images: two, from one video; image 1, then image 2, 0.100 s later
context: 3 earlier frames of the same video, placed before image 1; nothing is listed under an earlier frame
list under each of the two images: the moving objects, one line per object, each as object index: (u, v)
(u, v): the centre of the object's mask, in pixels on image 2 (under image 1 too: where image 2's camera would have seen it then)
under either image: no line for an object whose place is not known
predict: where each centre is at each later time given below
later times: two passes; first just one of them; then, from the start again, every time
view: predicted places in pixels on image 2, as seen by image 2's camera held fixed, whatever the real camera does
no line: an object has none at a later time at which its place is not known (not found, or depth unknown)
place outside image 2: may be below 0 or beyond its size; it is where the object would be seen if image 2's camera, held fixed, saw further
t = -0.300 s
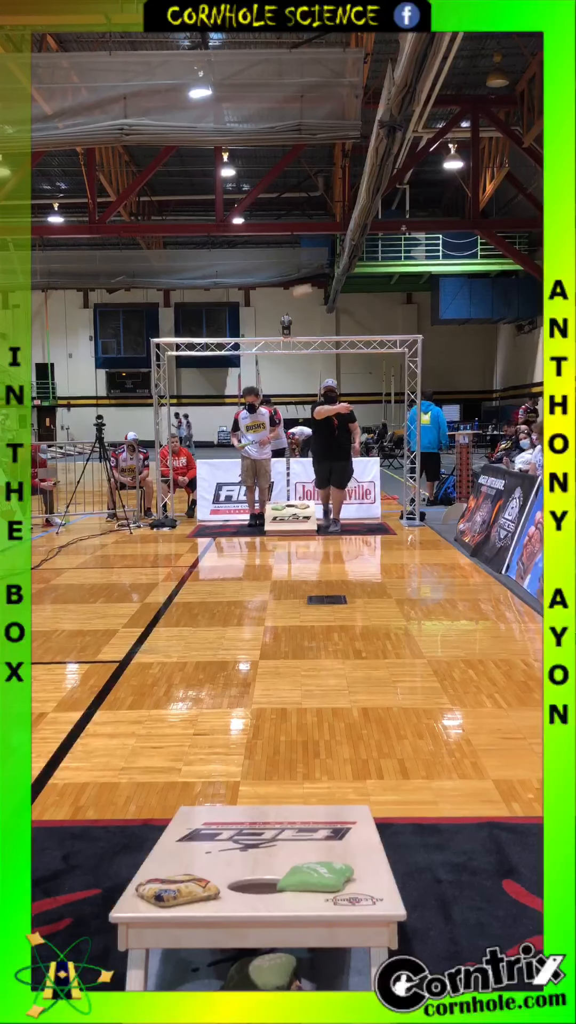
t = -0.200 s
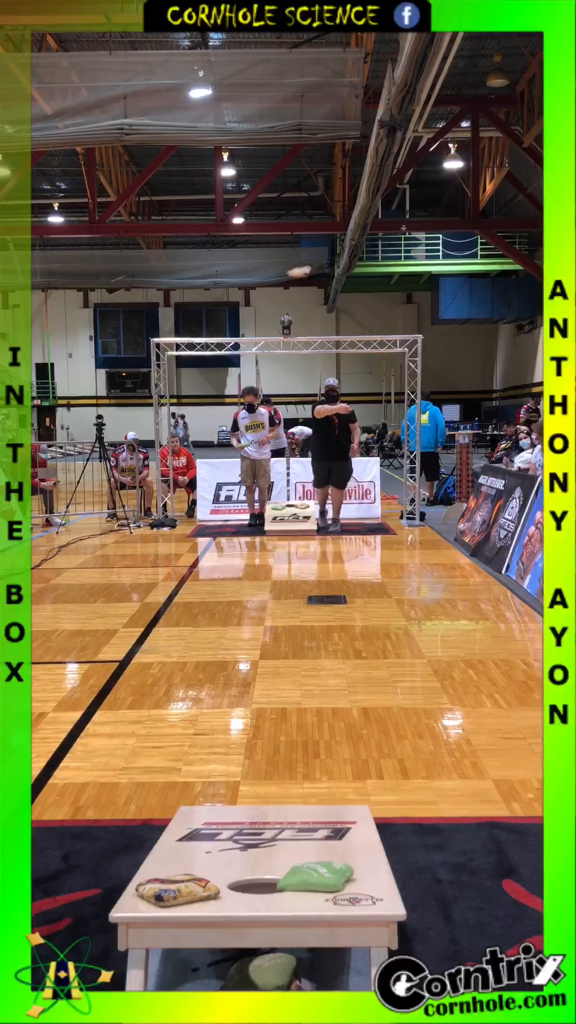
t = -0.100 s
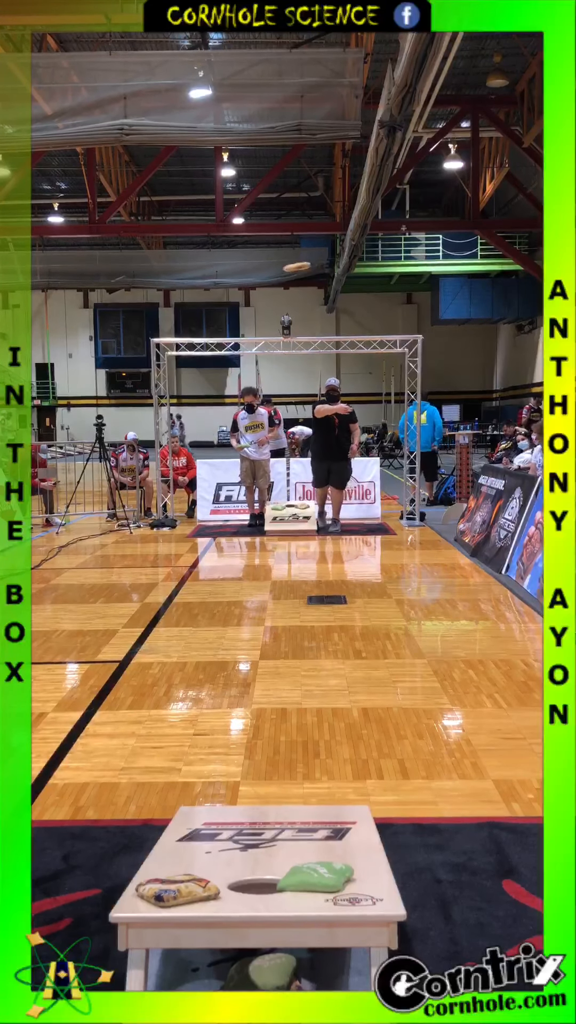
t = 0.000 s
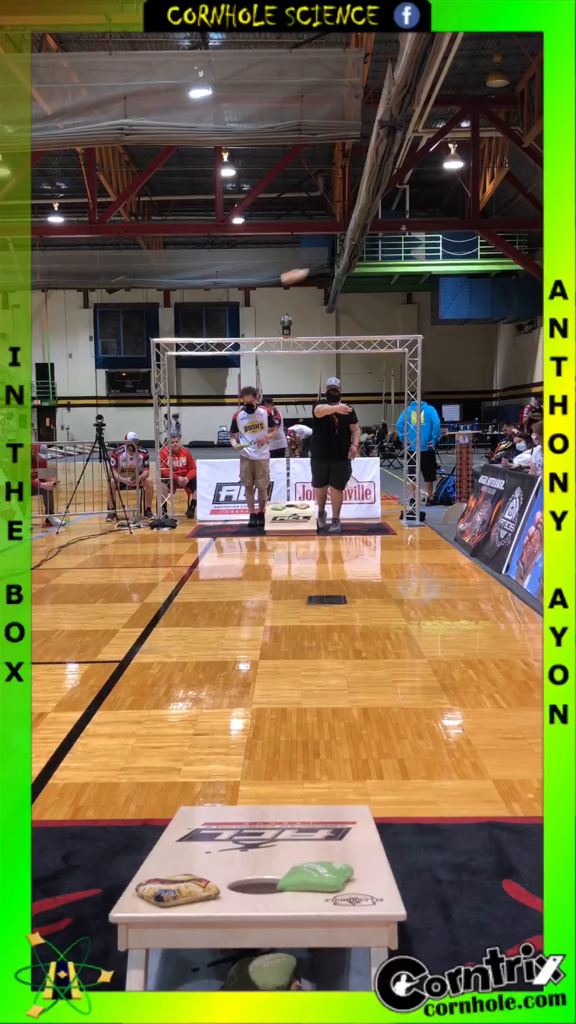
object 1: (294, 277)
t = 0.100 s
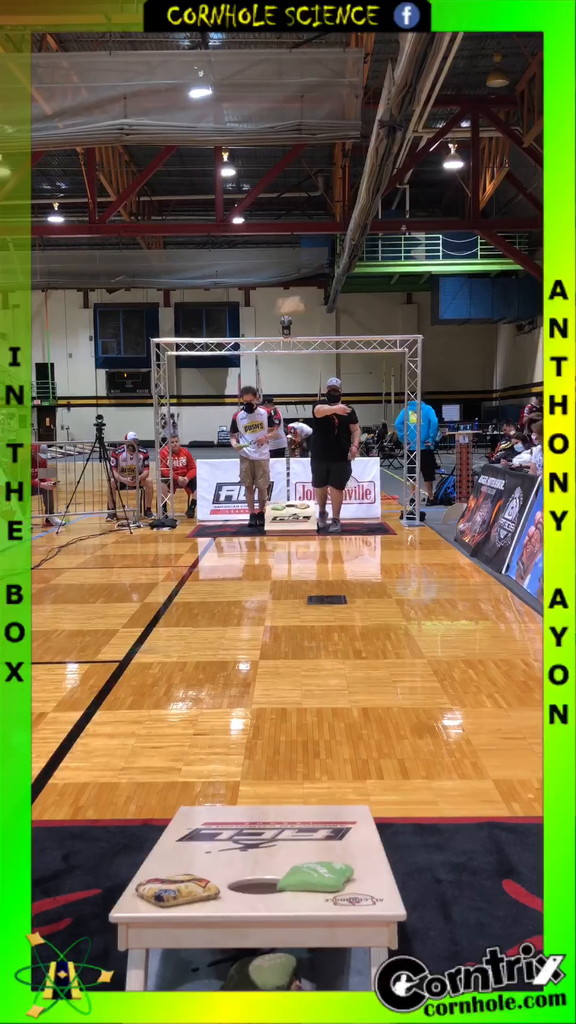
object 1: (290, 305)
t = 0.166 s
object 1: (290, 340)
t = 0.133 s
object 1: (289, 321)
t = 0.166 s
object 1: (290, 340)
